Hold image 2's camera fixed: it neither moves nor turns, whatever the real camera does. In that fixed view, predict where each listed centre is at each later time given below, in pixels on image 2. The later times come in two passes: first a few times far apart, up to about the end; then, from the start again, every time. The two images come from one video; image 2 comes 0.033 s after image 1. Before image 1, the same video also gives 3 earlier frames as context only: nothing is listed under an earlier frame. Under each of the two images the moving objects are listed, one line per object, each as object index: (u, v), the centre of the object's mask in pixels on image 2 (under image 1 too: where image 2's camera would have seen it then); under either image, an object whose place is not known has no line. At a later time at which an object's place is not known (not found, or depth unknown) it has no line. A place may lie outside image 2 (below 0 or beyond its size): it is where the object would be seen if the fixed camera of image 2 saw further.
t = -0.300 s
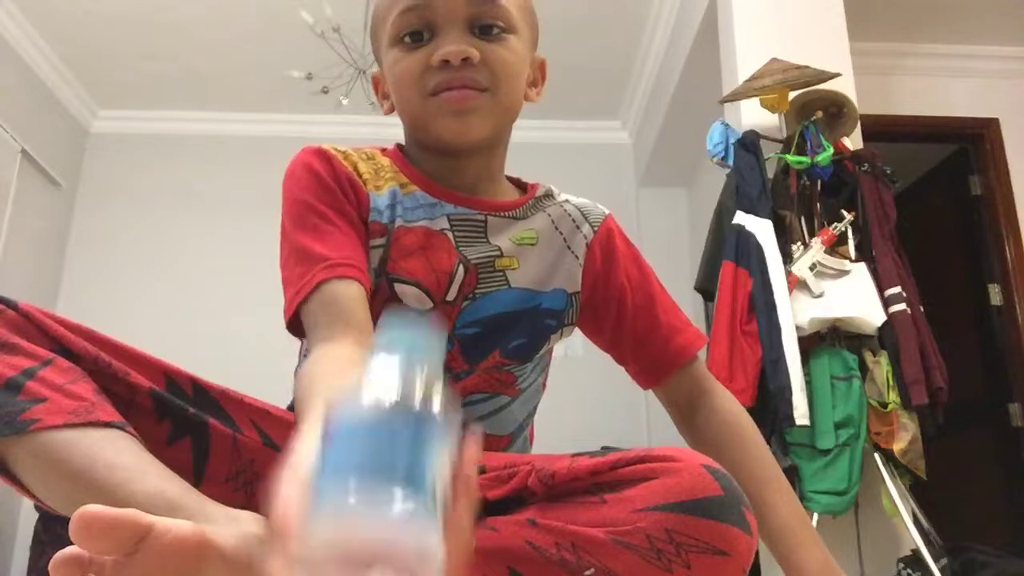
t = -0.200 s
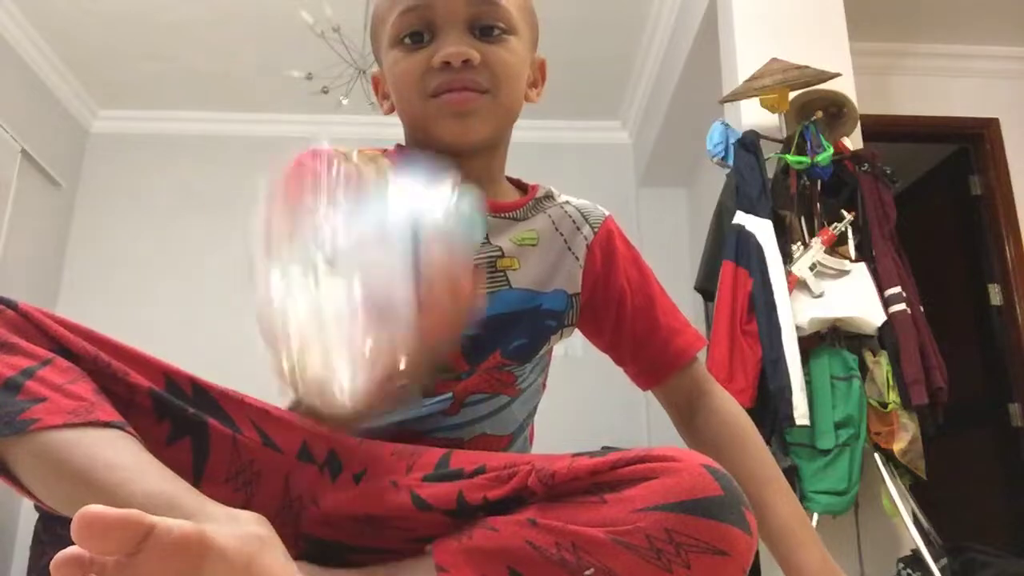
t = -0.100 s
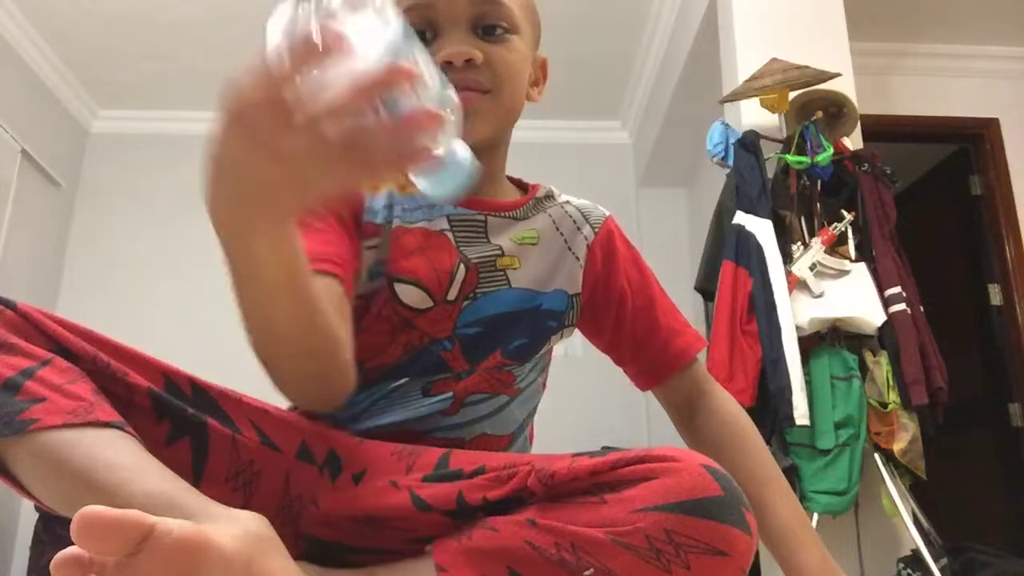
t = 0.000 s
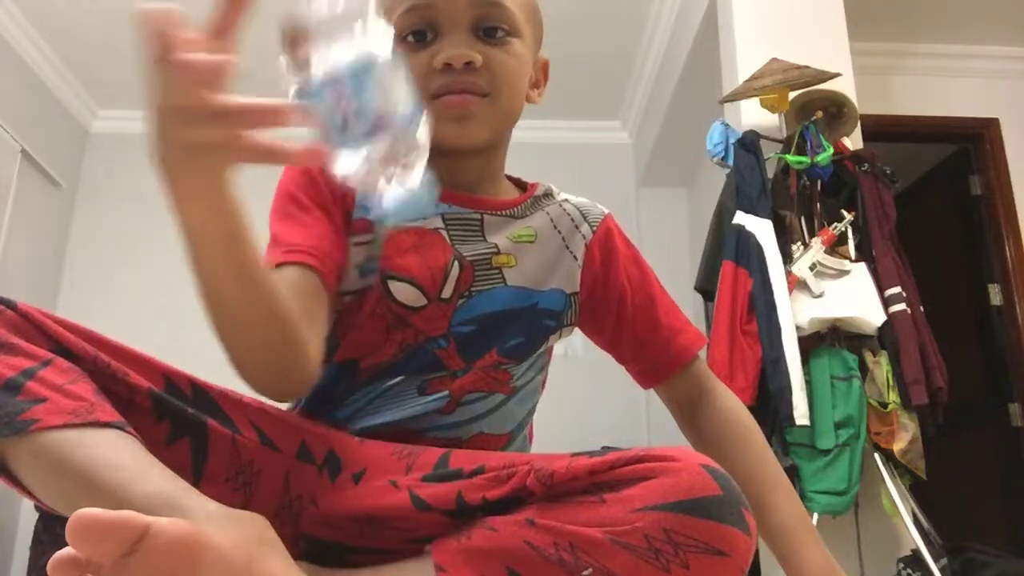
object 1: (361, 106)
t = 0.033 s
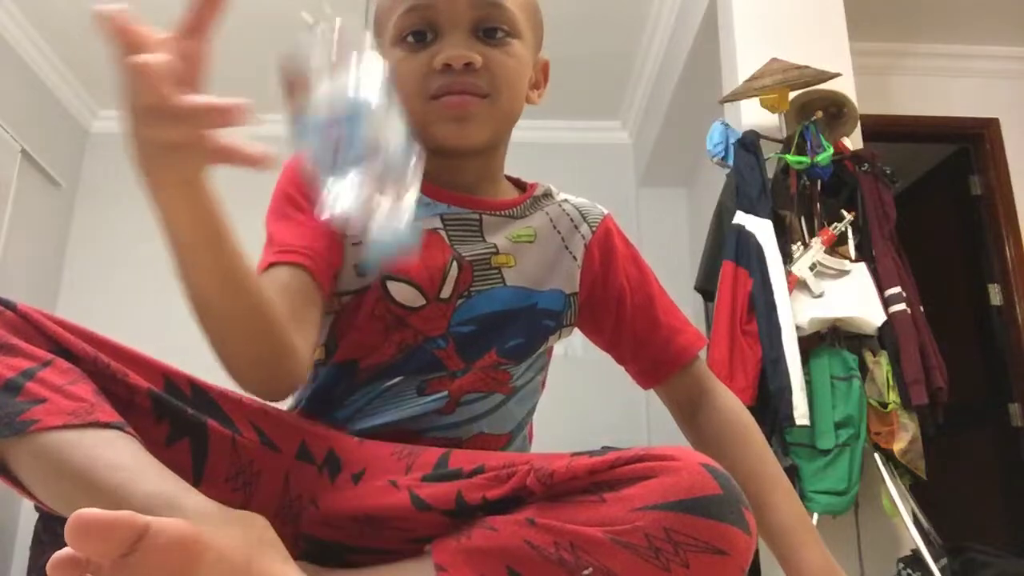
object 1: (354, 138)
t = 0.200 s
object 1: (303, 497)
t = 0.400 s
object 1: (331, 528)
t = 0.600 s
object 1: (389, 551)
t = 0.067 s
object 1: (348, 197)
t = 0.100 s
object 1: (344, 285)
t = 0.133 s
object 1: (329, 357)
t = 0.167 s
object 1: (317, 454)
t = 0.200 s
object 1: (303, 497)
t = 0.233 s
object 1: (302, 502)
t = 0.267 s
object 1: (299, 504)
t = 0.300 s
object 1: (295, 508)
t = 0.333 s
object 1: (305, 512)
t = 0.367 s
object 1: (315, 518)
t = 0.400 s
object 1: (331, 528)
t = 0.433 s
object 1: (356, 541)
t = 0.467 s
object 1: (368, 546)
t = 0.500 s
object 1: (376, 548)
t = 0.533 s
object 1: (382, 550)
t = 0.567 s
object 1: (387, 551)
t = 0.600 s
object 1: (389, 551)
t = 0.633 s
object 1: (389, 552)
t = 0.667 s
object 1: (388, 552)
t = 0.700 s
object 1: (387, 551)
